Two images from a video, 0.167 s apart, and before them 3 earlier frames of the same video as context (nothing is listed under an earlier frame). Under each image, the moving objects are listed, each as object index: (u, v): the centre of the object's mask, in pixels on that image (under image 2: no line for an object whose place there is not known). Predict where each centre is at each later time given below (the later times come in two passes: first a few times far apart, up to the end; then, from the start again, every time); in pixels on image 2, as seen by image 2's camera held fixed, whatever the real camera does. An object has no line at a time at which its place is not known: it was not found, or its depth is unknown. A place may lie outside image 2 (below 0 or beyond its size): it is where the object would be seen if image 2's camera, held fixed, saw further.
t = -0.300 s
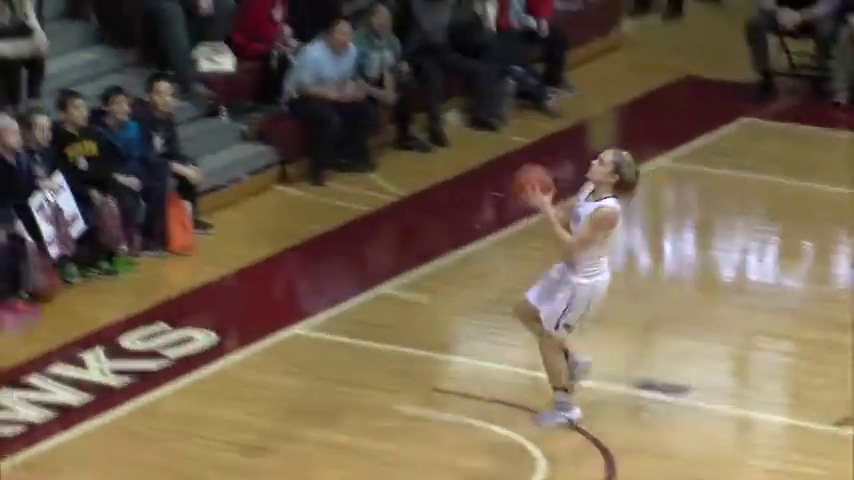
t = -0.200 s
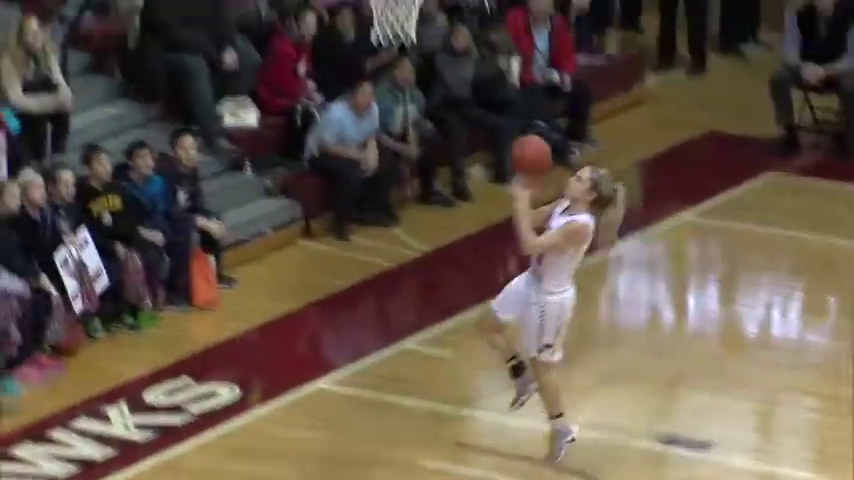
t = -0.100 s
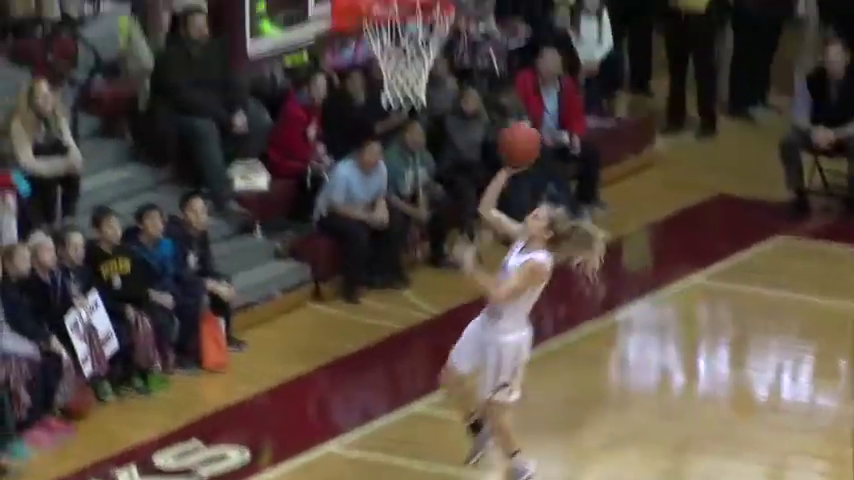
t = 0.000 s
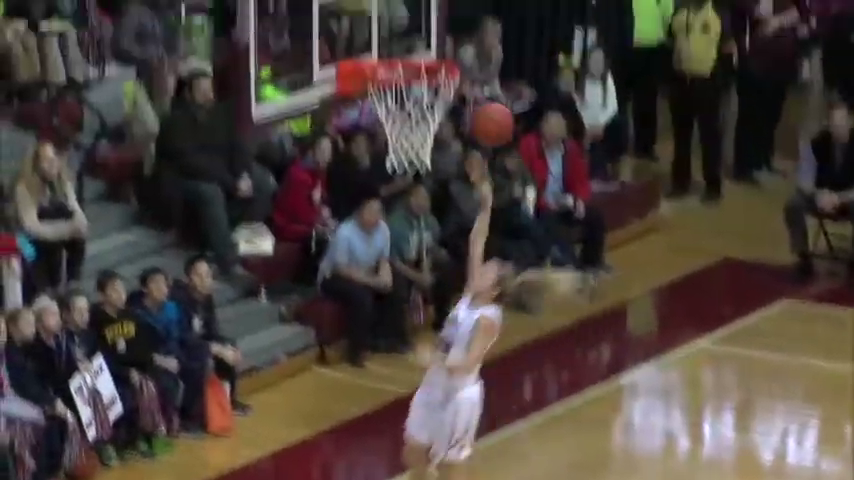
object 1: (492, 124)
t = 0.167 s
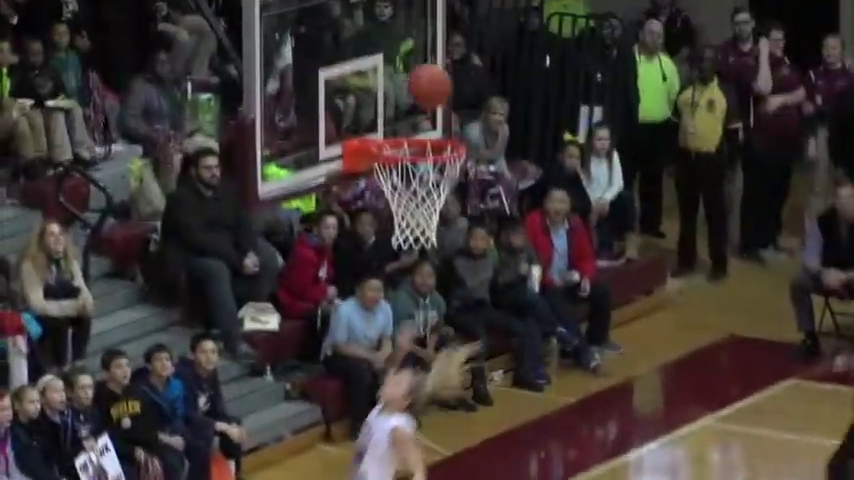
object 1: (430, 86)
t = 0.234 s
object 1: (407, 57)
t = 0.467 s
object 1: (426, 70)
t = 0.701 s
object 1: (431, 122)
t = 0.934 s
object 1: (409, 137)
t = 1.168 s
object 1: (433, 193)
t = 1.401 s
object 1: (427, 227)
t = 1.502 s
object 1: (418, 269)
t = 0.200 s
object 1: (416, 69)
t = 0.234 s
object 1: (407, 57)
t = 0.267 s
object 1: (409, 53)
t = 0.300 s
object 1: (411, 51)
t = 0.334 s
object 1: (414, 51)
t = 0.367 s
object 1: (417, 53)
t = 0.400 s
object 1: (420, 56)
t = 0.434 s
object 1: (422, 61)
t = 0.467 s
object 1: (426, 70)
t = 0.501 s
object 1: (429, 81)
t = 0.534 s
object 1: (432, 93)
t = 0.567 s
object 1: (436, 108)
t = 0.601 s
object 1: (439, 125)
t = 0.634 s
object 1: (437, 133)
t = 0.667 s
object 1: (435, 127)
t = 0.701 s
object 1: (431, 122)
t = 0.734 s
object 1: (427, 120)
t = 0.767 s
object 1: (421, 119)
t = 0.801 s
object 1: (418, 120)
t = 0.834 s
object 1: (414, 124)
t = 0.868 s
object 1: (409, 130)
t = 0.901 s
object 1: (406, 135)
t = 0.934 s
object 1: (409, 137)
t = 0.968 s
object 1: (413, 139)
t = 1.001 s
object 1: (418, 144)
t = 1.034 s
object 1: (422, 156)
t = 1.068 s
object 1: (426, 170)
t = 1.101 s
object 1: (428, 183)
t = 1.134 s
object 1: (429, 189)
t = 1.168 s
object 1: (433, 193)
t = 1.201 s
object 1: (433, 193)
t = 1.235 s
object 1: (432, 194)
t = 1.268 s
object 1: (430, 194)
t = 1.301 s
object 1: (430, 197)
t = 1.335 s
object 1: (433, 200)
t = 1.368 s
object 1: (427, 223)
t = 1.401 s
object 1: (427, 227)
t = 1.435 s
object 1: (429, 246)
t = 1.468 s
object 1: (421, 260)
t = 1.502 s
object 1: (418, 269)
